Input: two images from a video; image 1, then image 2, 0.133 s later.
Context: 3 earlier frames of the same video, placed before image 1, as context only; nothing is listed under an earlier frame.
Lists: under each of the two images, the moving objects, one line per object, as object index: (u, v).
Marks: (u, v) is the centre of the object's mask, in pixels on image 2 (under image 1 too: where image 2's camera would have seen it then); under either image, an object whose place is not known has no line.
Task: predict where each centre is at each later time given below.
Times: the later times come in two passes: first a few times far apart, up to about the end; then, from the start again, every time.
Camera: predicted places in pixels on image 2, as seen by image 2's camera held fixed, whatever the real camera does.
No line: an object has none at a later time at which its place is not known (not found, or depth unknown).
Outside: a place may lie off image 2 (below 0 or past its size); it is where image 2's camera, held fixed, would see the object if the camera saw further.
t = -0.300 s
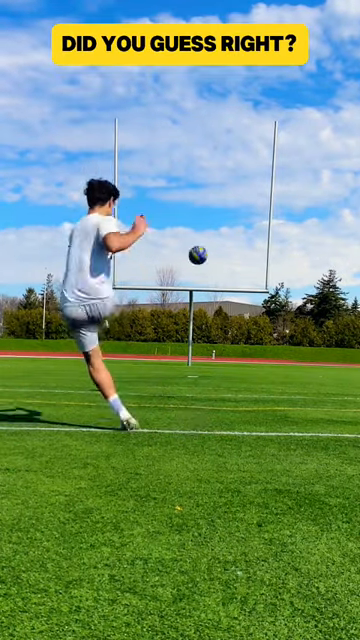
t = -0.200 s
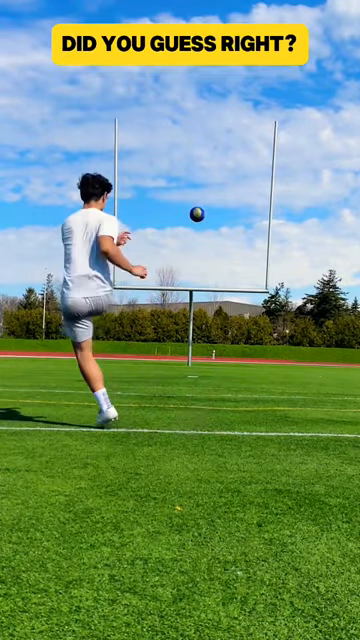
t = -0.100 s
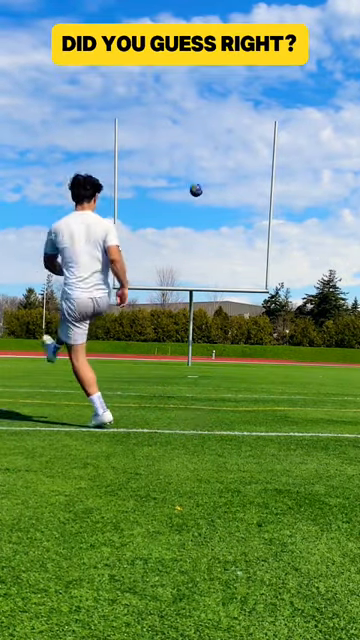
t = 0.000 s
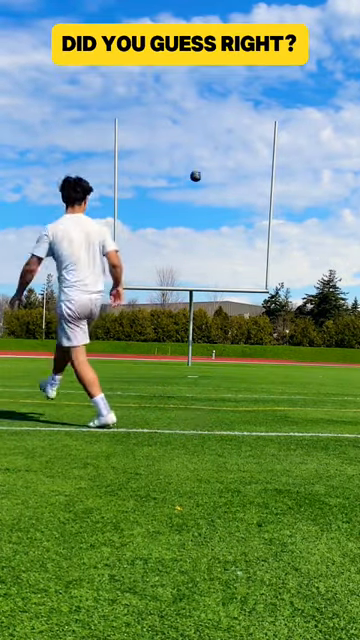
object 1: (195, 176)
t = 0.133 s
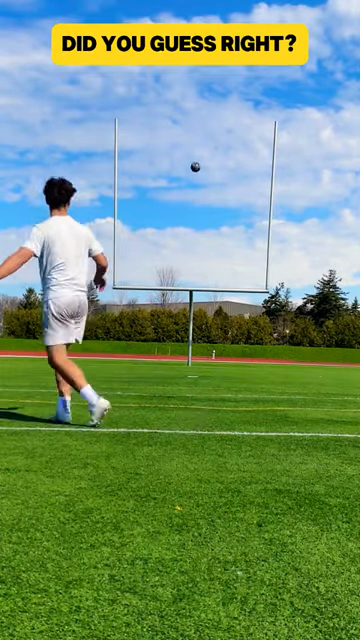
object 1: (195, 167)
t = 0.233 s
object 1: (195, 165)
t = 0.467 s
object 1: (195, 173)
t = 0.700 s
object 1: (196, 191)
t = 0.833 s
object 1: (197, 204)
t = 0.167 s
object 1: (195, 166)
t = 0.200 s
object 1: (195, 165)
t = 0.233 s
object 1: (195, 165)
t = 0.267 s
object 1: (195, 165)
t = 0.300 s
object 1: (195, 166)
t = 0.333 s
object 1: (195, 167)
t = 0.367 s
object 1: (195, 168)
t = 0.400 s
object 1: (195, 169)
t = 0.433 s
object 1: (195, 171)
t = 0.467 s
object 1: (195, 173)
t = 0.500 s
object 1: (195, 175)
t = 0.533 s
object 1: (195, 177)
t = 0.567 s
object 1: (195, 179)
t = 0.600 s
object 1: (195, 182)
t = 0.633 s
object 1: (195, 185)
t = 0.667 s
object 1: (195, 188)
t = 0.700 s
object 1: (196, 191)
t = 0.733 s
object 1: (196, 194)
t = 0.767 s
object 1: (196, 197)
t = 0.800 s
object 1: (196, 201)
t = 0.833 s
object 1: (197, 204)
